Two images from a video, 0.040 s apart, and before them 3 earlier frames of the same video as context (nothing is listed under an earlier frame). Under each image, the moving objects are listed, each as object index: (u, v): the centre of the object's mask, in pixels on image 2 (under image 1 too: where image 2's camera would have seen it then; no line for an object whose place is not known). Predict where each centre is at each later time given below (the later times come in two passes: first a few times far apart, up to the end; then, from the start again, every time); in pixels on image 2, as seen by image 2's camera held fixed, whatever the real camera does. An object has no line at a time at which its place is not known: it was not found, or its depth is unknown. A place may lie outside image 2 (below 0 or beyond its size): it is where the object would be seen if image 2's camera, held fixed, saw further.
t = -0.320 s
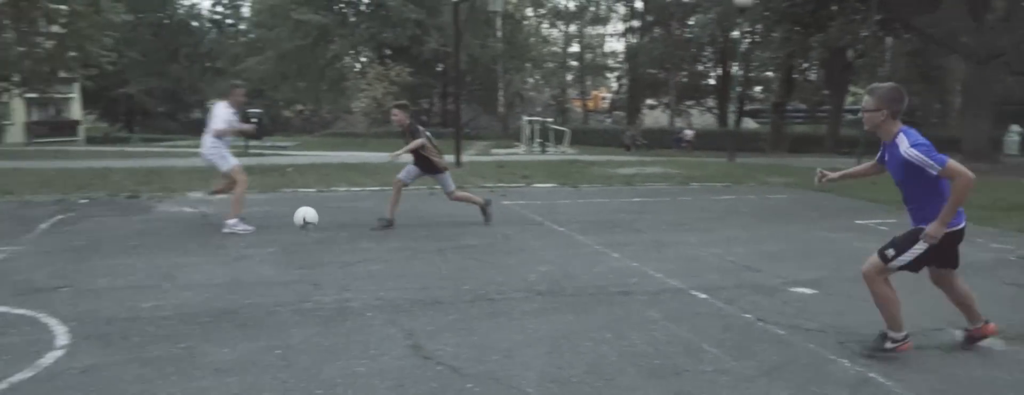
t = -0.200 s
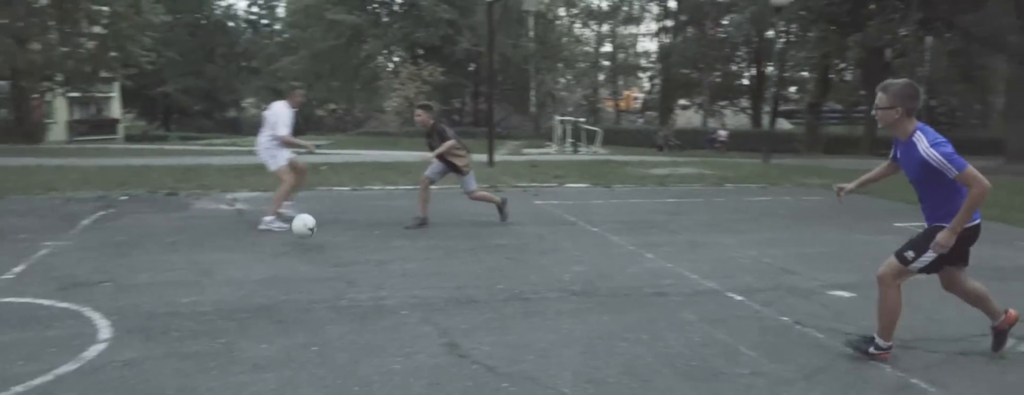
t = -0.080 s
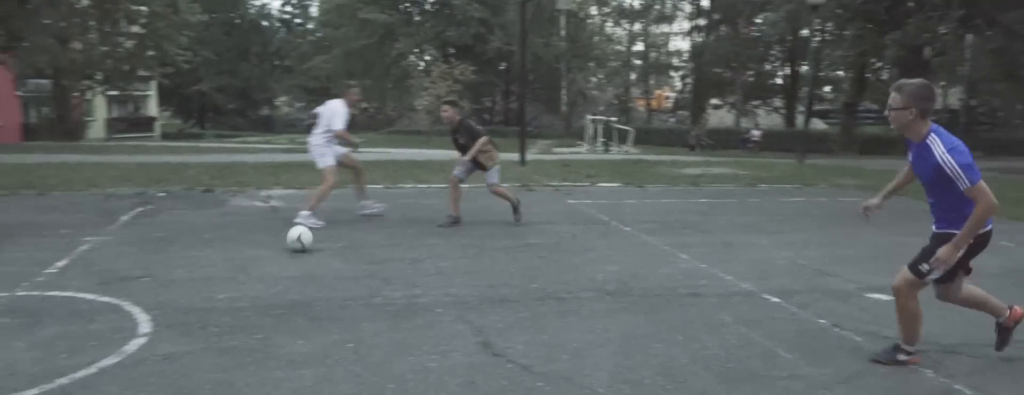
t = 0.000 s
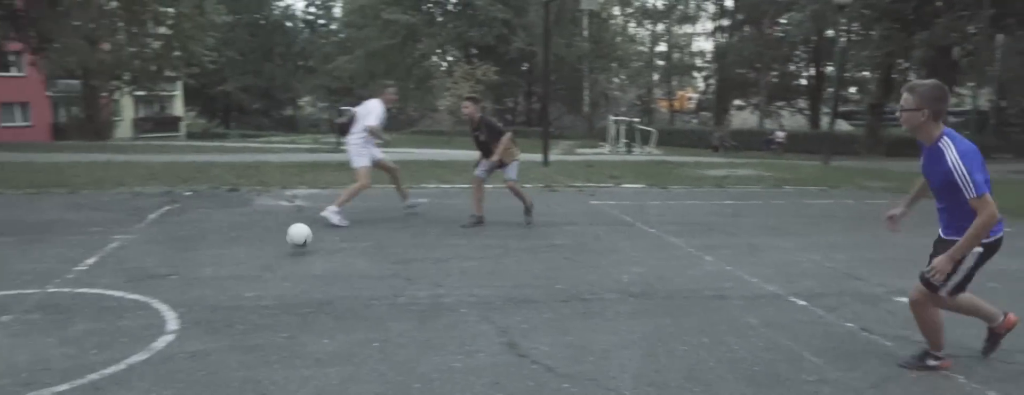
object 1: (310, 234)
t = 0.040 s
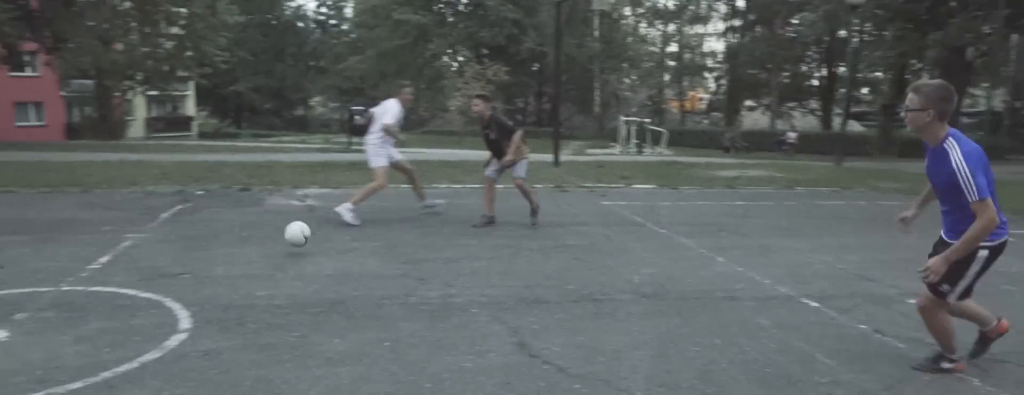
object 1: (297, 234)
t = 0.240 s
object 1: (230, 235)
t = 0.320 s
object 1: (201, 239)
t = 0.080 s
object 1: (284, 233)
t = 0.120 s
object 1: (271, 233)
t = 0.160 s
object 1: (257, 233)
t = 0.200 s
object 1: (244, 234)
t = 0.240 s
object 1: (230, 235)
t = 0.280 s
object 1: (215, 237)
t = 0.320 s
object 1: (201, 239)
